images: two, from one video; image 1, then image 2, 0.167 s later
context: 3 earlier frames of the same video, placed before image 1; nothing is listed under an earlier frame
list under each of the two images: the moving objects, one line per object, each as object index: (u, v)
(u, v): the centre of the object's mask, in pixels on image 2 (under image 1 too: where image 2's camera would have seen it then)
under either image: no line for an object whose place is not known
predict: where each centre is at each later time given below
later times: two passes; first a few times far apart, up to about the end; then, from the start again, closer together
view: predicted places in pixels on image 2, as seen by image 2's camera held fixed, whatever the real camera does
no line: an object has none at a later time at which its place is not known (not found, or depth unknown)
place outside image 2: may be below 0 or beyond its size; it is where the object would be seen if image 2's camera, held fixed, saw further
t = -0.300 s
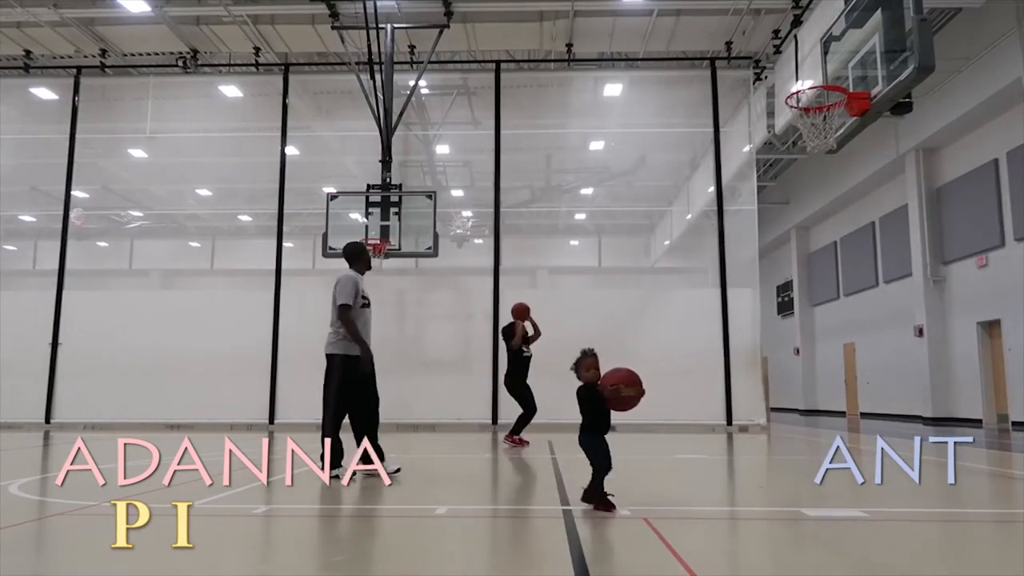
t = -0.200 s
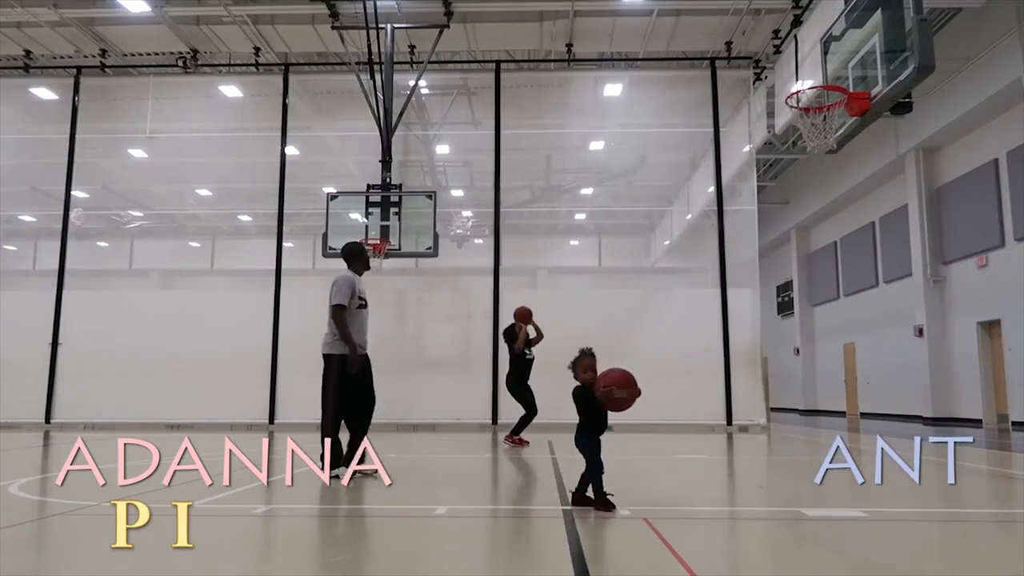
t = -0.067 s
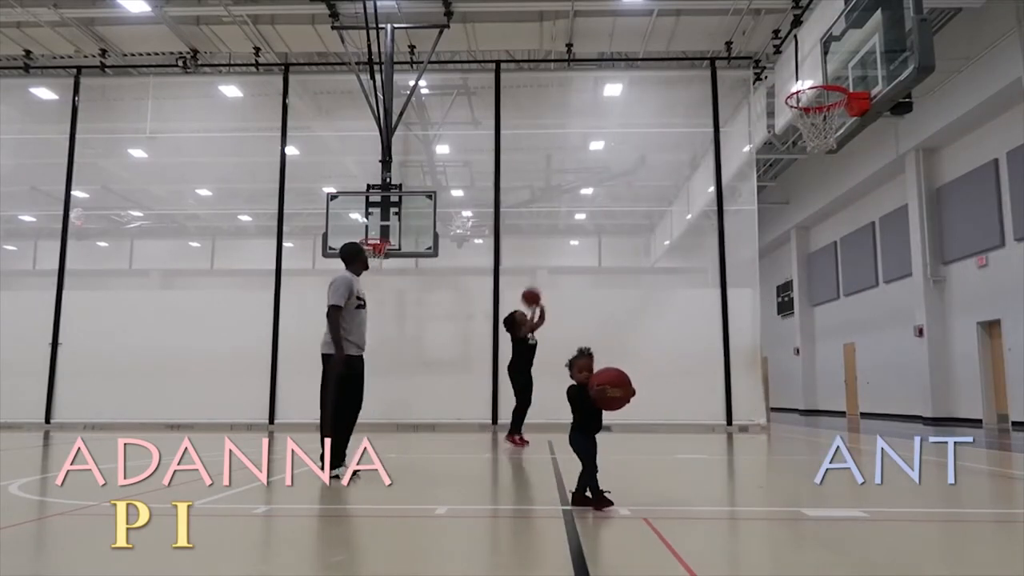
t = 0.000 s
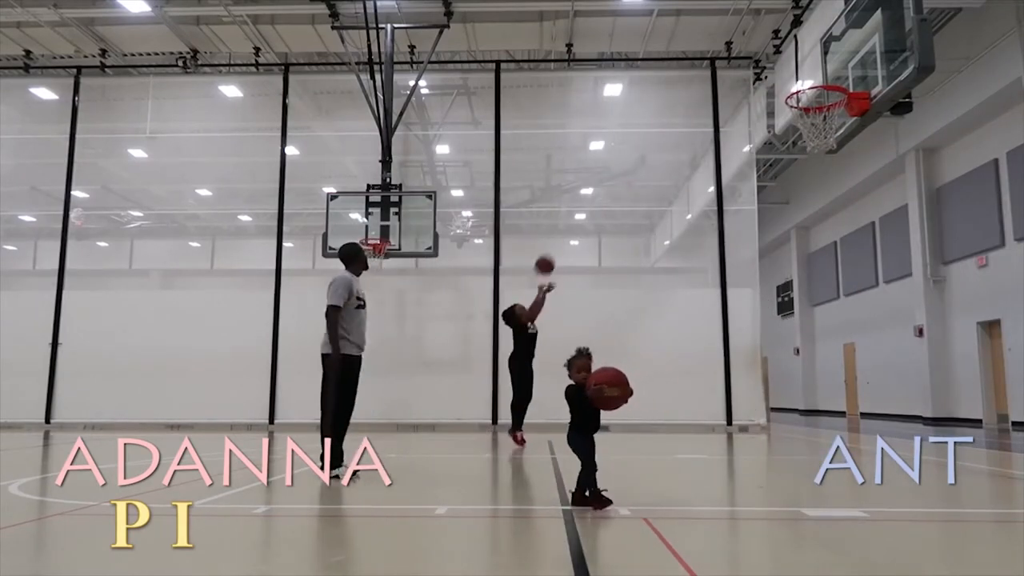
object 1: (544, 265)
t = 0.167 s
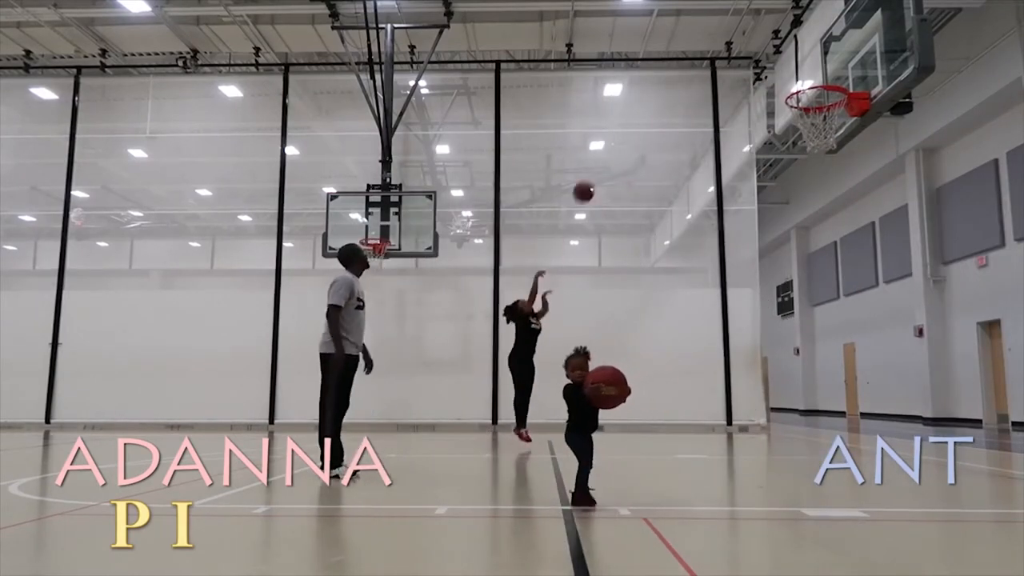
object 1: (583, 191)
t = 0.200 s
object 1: (592, 178)
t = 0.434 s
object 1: (655, 107)
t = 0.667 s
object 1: (732, 77)
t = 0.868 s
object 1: (815, 94)
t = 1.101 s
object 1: (837, 144)
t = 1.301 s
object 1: (834, 208)
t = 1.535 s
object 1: (834, 334)
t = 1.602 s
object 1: (835, 381)
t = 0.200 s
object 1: (592, 178)
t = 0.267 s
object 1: (609, 155)
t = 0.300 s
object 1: (618, 144)
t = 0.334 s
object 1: (627, 134)
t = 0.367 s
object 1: (636, 124)
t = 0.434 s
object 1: (655, 107)
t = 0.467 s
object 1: (665, 101)
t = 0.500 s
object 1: (675, 94)
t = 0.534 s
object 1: (686, 89)
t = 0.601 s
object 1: (708, 81)
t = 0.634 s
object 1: (720, 78)
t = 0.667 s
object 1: (732, 77)
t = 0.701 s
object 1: (744, 76)
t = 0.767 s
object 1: (772, 78)
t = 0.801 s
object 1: (785, 82)
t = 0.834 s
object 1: (800, 86)
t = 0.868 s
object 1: (815, 94)
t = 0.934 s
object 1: (833, 114)
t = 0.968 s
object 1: (838, 121)
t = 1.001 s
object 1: (839, 133)
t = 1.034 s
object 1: (839, 134)
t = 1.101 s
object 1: (837, 144)
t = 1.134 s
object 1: (836, 152)
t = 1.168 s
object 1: (836, 160)
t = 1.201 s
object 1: (835, 170)
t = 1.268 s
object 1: (834, 194)
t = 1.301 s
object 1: (834, 208)
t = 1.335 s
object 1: (833, 222)
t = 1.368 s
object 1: (833, 239)
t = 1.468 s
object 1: (833, 292)
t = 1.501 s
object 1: (834, 313)
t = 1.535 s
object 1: (834, 334)
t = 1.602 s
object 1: (835, 381)
